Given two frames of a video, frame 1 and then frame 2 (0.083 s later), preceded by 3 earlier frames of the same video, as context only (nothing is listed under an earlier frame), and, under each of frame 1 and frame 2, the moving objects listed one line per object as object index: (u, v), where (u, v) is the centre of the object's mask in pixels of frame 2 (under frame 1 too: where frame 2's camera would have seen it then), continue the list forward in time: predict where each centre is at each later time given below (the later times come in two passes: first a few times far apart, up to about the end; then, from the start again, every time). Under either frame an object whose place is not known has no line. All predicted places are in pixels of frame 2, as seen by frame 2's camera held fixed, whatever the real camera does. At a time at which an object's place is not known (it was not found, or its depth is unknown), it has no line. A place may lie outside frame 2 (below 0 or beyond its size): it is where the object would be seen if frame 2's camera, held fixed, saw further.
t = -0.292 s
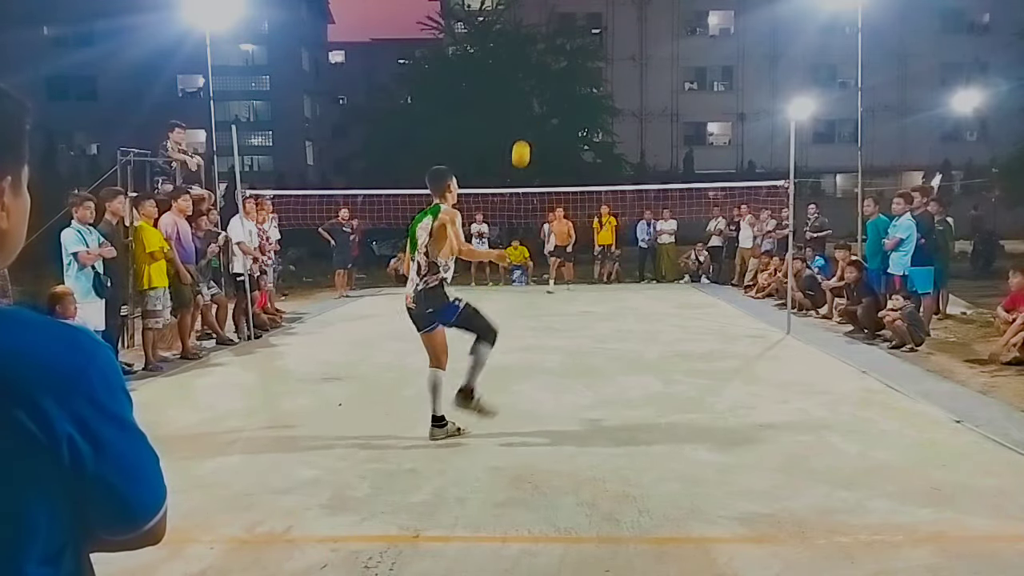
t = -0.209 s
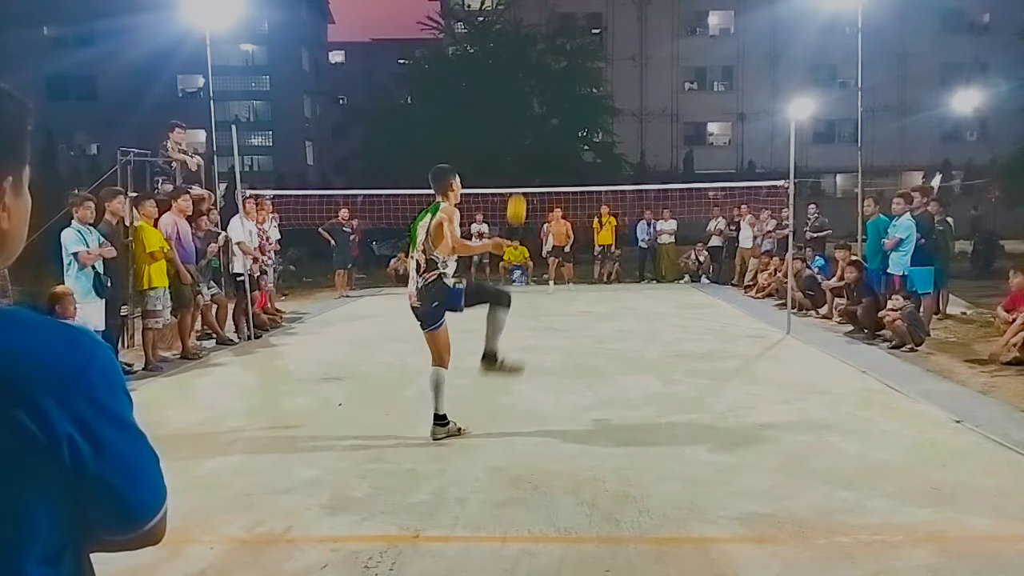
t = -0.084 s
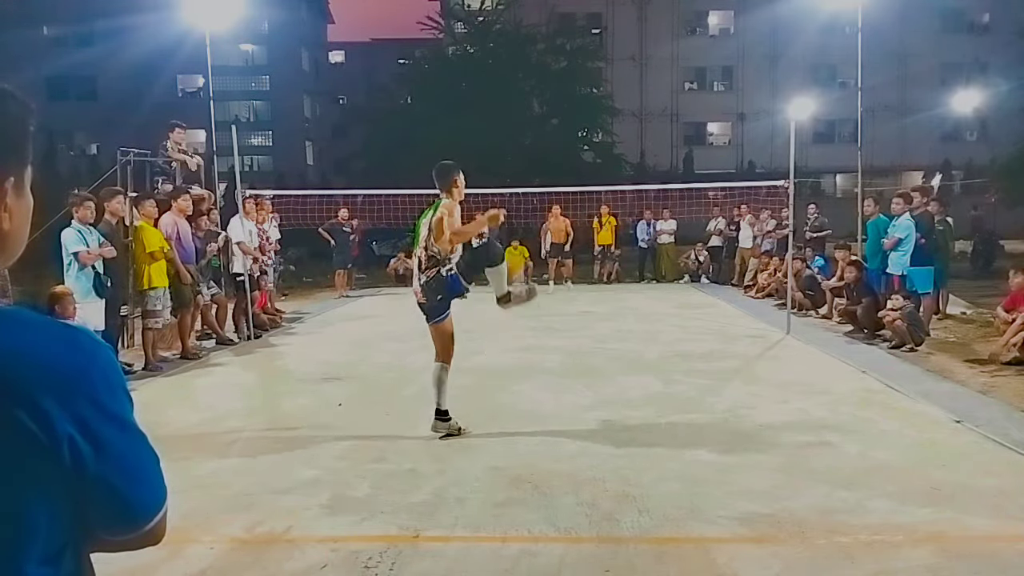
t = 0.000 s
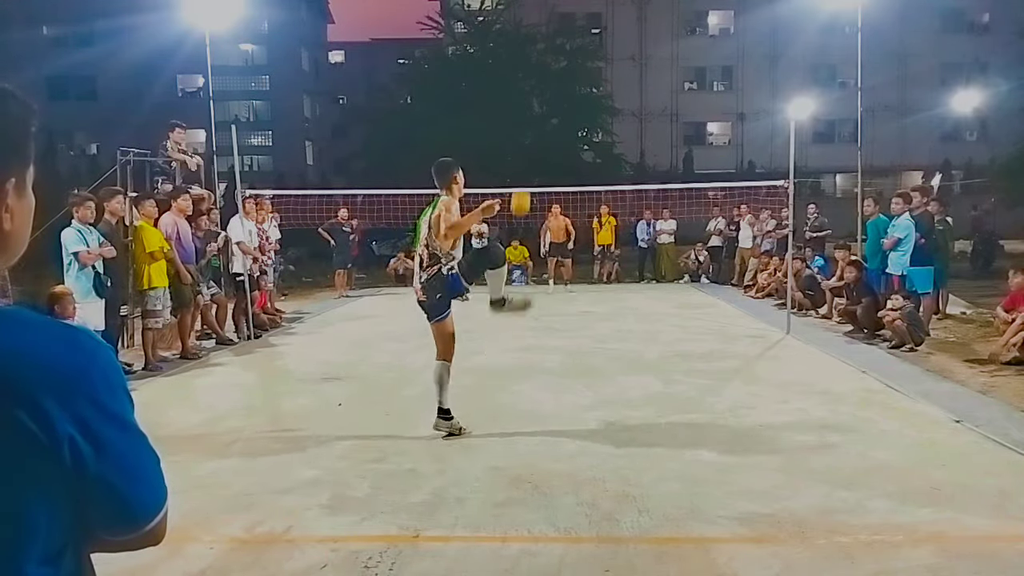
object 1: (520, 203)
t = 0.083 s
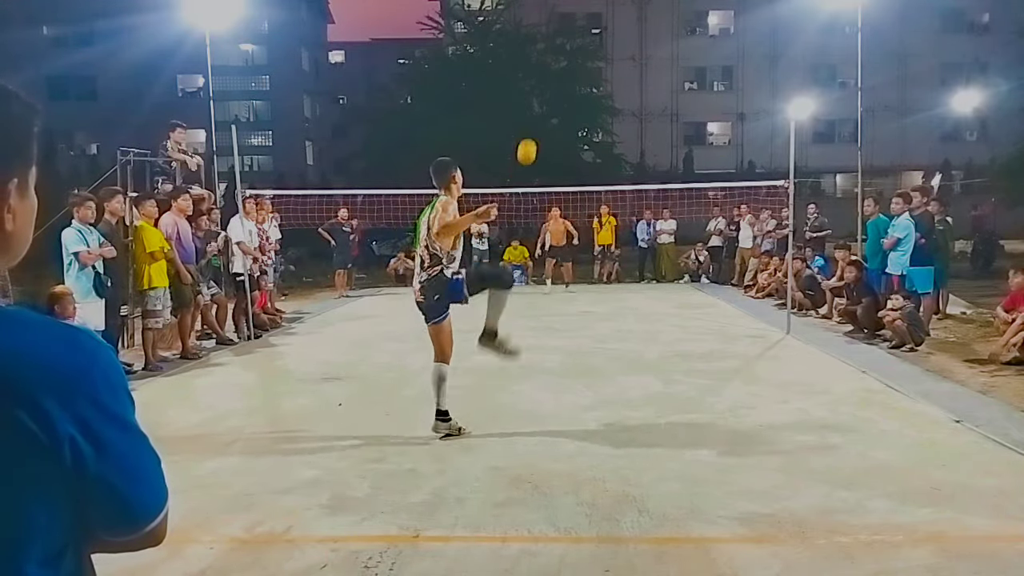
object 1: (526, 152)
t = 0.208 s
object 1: (535, 103)
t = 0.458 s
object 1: (548, 76)
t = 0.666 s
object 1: (557, 101)
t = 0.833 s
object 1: (563, 144)
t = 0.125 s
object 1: (529, 132)
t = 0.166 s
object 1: (532, 116)
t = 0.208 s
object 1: (535, 103)
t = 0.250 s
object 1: (537, 92)
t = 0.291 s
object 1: (539, 85)
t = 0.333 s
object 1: (542, 80)
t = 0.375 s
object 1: (544, 76)
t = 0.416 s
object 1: (546, 75)
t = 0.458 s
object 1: (548, 76)
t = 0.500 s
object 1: (550, 78)
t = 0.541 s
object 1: (552, 82)
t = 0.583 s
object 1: (554, 87)
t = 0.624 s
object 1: (555, 94)
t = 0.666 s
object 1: (557, 101)
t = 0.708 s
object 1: (559, 111)
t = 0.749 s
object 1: (560, 121)
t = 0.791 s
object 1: (562, 132)
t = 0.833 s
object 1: (563, 144)
